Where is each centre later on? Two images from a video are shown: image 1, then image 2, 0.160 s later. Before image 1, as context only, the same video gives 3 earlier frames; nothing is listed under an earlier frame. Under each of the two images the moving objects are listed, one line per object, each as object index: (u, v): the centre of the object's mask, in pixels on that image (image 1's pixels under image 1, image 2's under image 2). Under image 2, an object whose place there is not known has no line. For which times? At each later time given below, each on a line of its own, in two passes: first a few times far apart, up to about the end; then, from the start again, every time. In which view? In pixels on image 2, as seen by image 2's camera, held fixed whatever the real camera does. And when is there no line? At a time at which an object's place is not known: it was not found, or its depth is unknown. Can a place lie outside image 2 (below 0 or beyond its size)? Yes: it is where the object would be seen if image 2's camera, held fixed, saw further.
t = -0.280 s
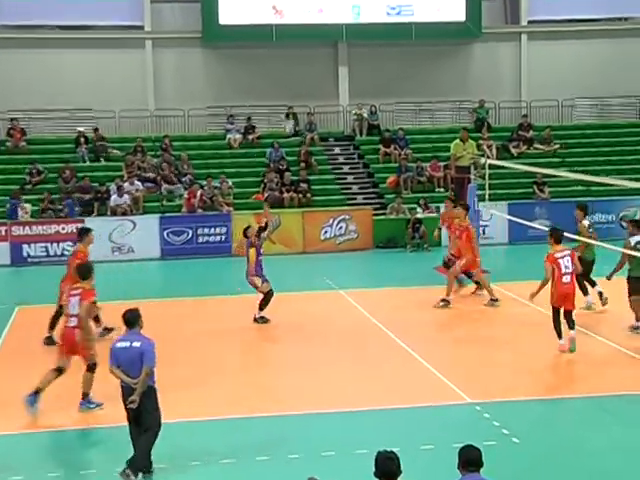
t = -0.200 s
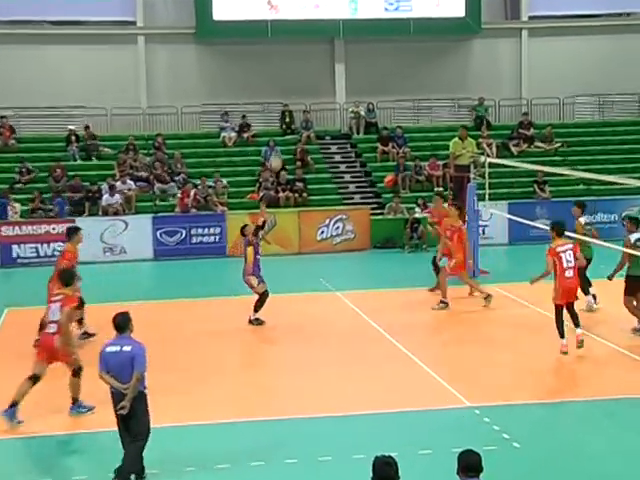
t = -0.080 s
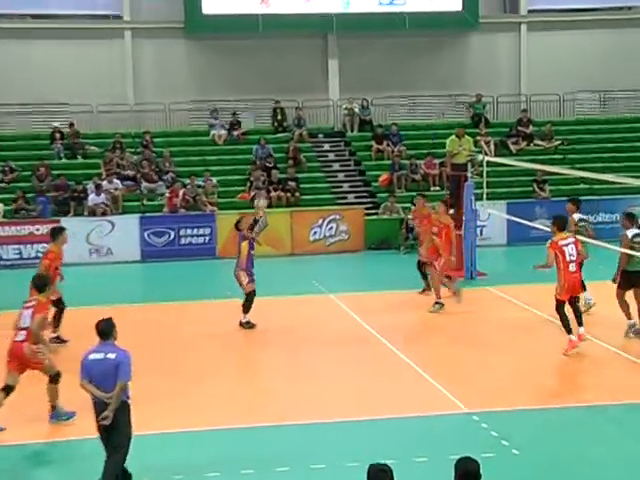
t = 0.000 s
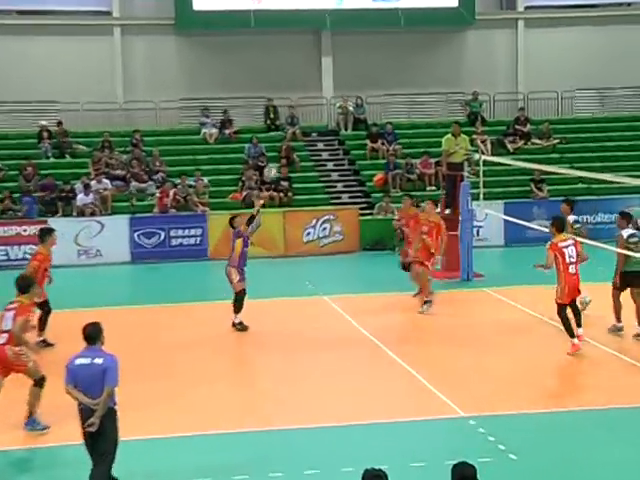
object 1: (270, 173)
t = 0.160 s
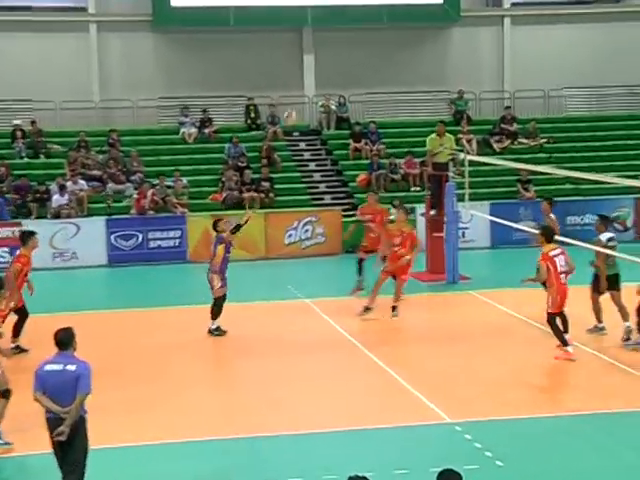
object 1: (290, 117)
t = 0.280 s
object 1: (316, 87)
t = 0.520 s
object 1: (373, 56)
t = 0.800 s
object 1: (442, 70)
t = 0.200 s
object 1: (298, 103)
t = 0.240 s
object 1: (307, 94)
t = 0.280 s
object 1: (316, 87)
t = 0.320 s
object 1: (326, 79)
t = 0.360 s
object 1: (335, 71)
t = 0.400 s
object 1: (345, 66)
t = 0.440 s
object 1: (354, 62)
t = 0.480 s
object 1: (363, 59)
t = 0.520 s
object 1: (373, 56)
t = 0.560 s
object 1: (382, 55)
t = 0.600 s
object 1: (392, 54)
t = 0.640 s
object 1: (402, 55)
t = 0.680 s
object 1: (413, 57)
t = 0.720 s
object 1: (424, 60)
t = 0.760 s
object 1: (434, 65)
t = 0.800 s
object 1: (442, 70)
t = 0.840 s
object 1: (452, 76)
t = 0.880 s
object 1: (462, 85)
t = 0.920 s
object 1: (469, 92)
